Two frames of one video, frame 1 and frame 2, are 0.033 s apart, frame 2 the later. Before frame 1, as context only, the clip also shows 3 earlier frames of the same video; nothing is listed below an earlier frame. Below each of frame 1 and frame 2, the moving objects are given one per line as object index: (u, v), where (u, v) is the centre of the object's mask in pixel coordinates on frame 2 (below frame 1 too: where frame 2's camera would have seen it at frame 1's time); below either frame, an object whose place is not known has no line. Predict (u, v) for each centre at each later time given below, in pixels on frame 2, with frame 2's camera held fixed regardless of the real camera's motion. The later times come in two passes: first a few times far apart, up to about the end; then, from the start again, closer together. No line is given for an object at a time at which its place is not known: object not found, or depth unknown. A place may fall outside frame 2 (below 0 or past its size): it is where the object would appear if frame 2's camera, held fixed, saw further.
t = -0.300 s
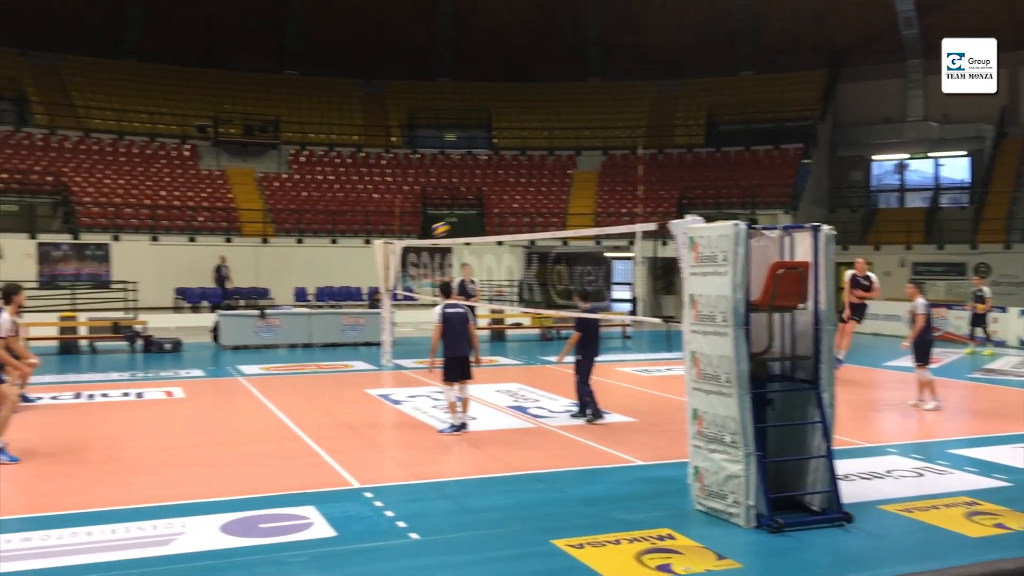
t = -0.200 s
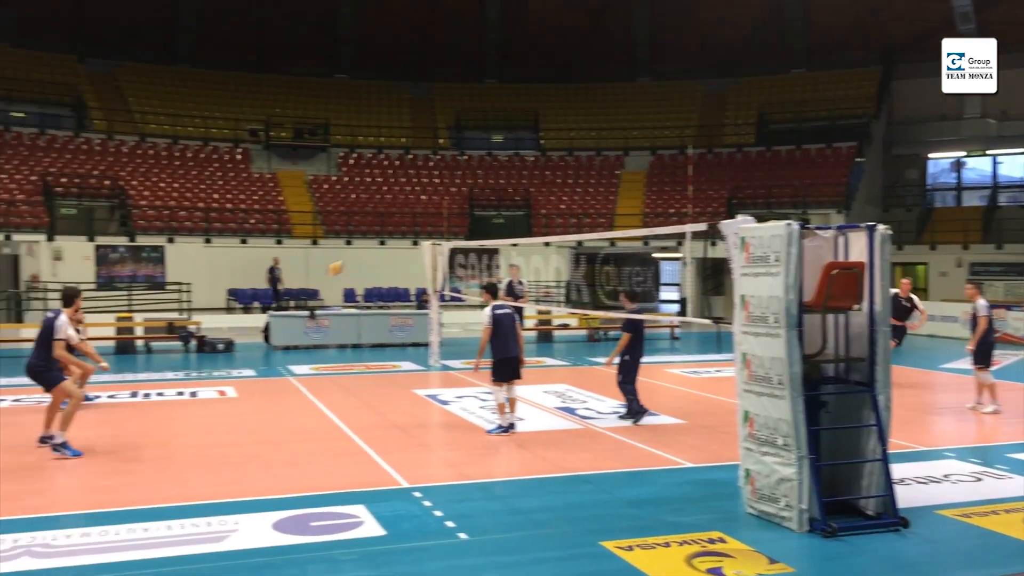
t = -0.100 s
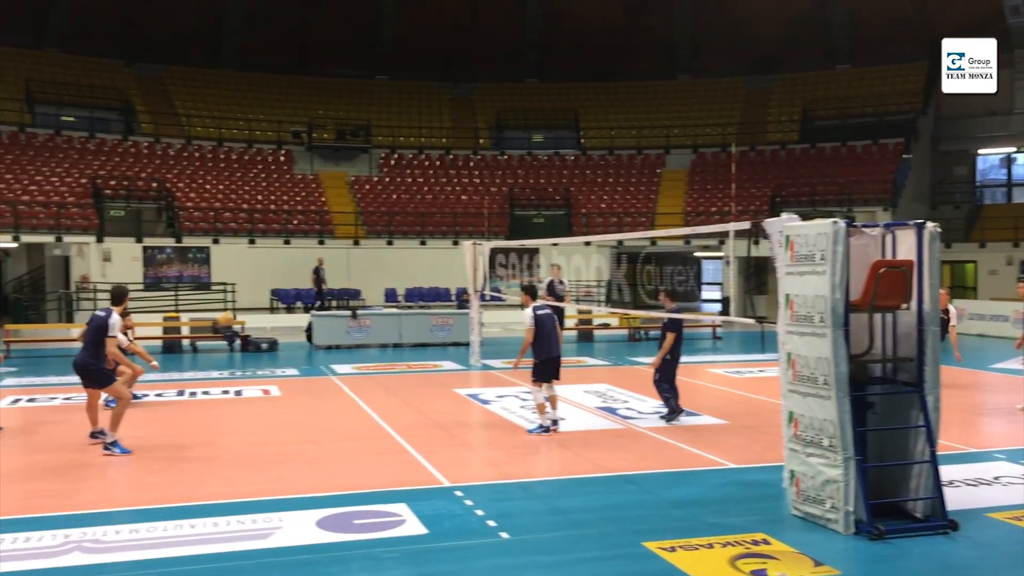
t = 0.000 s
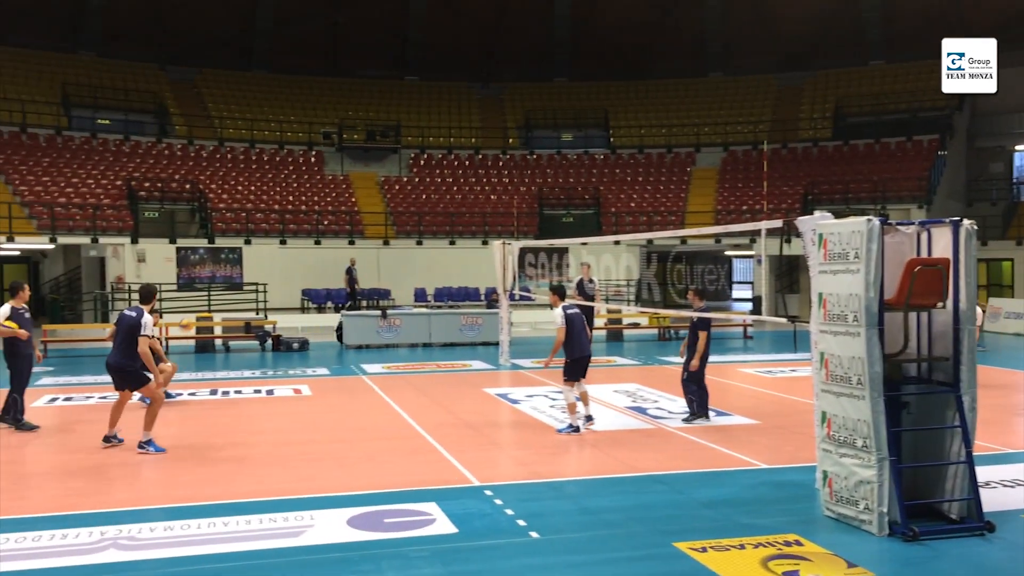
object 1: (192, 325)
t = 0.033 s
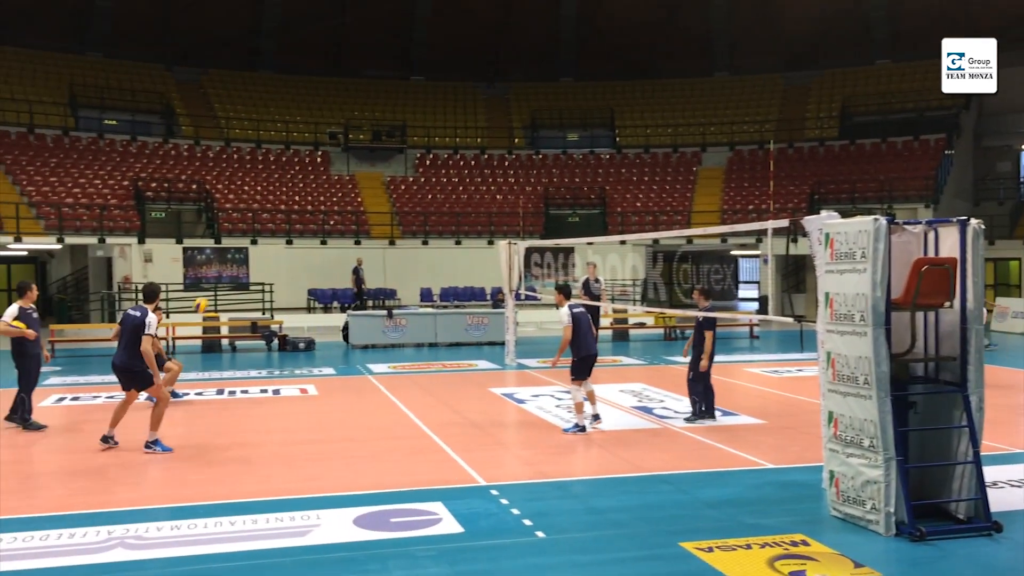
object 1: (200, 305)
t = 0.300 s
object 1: (255, 174)
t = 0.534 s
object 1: (303, 92)
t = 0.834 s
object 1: (366, 37)
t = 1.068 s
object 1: (416, 37)
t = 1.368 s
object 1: (490, 101)
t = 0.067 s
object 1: (208, 286)
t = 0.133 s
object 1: (221, 253)
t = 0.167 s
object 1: (228, 235)
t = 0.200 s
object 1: (234, 219)
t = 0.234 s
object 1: (242, 202)
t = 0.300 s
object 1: (255, 174)
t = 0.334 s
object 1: (262, 160)
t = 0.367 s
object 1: (269, 147)
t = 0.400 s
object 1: (276, 135)
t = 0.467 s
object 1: (290, 112)
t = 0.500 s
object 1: (297, 102)
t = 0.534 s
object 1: (303, 92)
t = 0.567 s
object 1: (310, 83)
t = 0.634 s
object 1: (324, 67)
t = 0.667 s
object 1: (331, 60)
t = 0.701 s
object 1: (337, 54)
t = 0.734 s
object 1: (344, 49)
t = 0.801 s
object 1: (358, 40)
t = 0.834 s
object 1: (366, 37)
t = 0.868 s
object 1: (372, 34)
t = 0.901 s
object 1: (379, 33)
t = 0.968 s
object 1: (394, 33)
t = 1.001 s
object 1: (401, 33)
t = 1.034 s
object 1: (409, 35)
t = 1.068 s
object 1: (416, 37)
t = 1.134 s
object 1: (432, 45)
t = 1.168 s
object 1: (440, 50)
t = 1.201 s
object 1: (447, 56)
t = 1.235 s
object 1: (455, 64)
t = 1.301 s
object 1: (473, 80)
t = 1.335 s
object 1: (481, 90)
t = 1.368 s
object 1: (490, 101)
